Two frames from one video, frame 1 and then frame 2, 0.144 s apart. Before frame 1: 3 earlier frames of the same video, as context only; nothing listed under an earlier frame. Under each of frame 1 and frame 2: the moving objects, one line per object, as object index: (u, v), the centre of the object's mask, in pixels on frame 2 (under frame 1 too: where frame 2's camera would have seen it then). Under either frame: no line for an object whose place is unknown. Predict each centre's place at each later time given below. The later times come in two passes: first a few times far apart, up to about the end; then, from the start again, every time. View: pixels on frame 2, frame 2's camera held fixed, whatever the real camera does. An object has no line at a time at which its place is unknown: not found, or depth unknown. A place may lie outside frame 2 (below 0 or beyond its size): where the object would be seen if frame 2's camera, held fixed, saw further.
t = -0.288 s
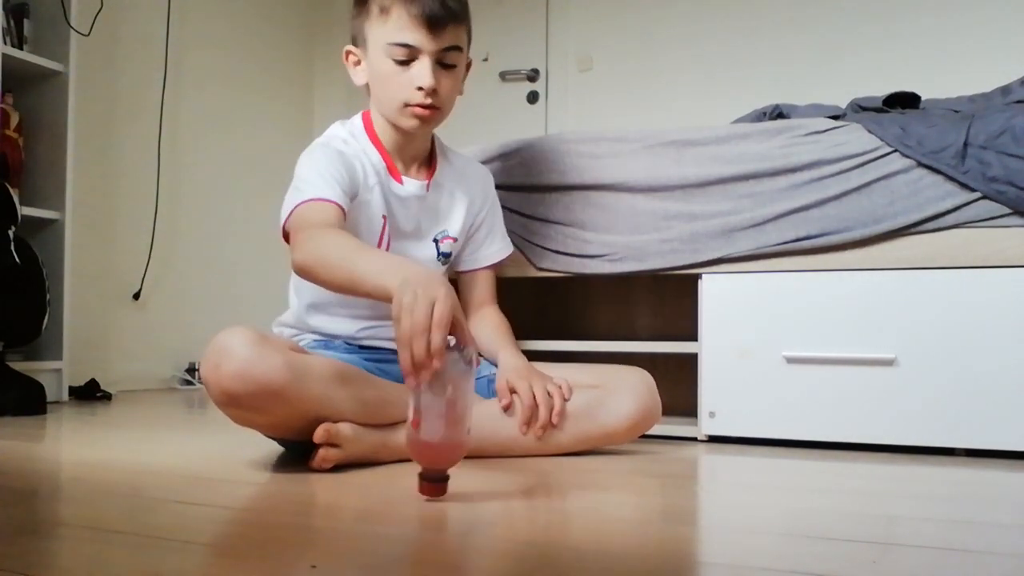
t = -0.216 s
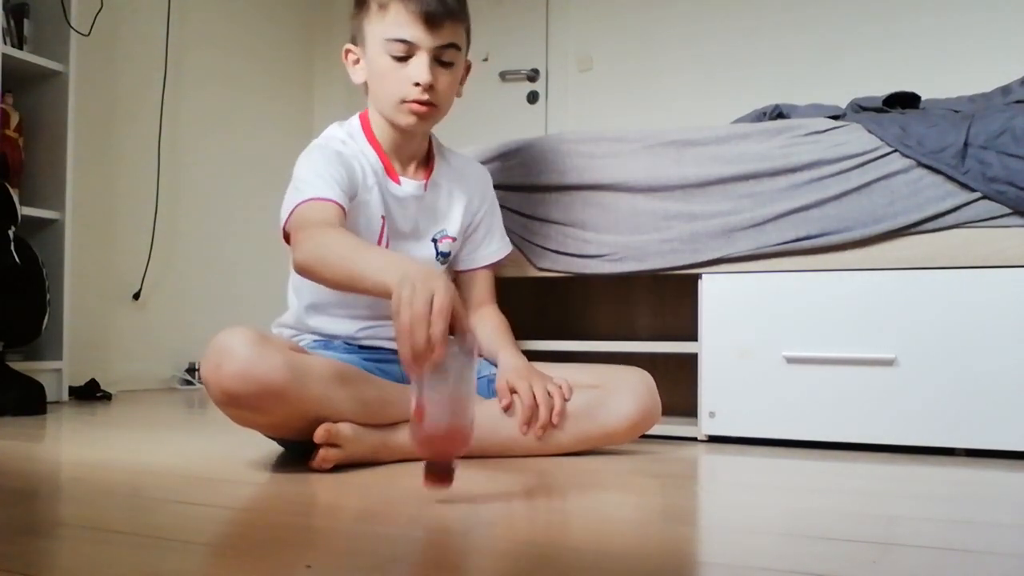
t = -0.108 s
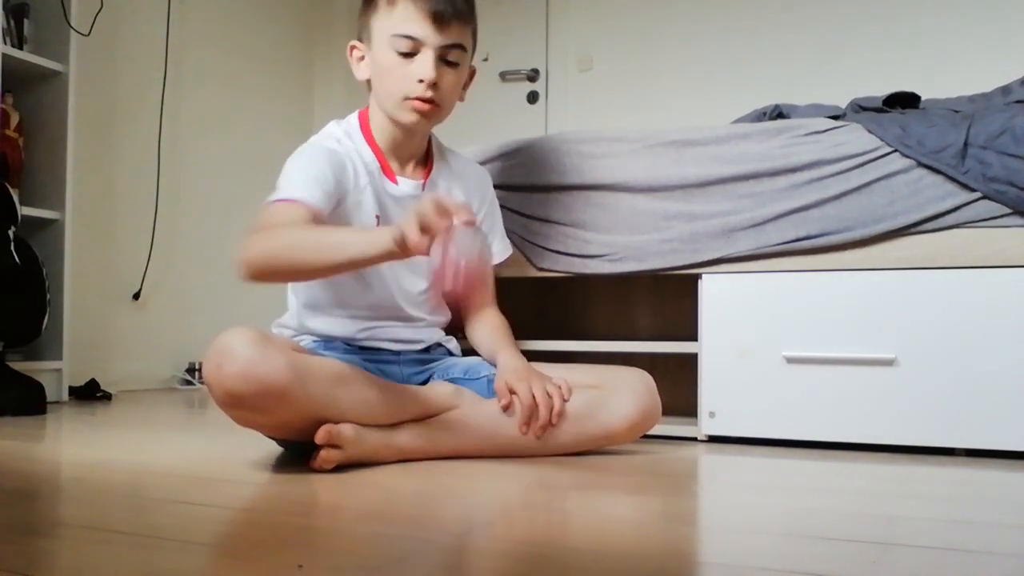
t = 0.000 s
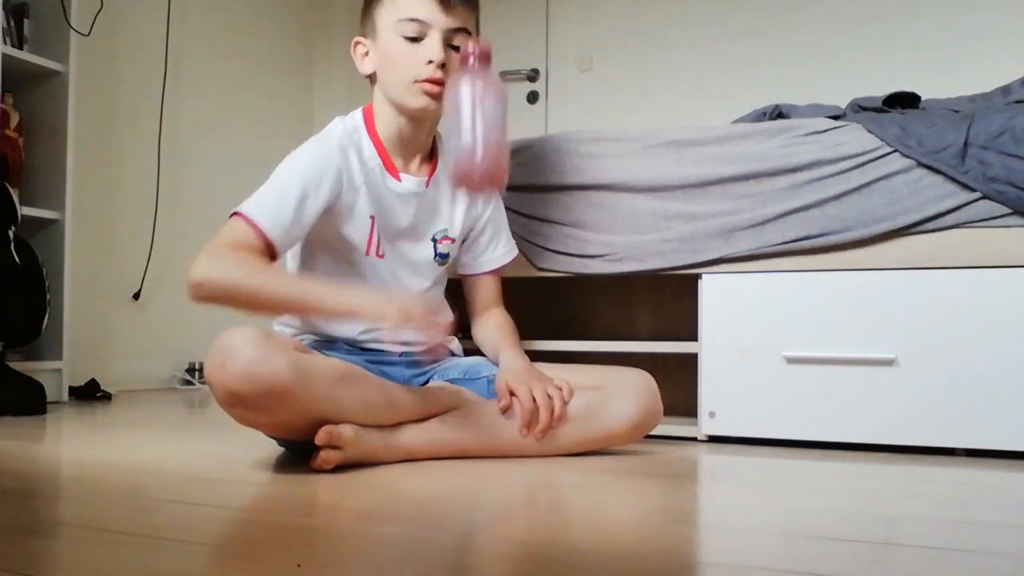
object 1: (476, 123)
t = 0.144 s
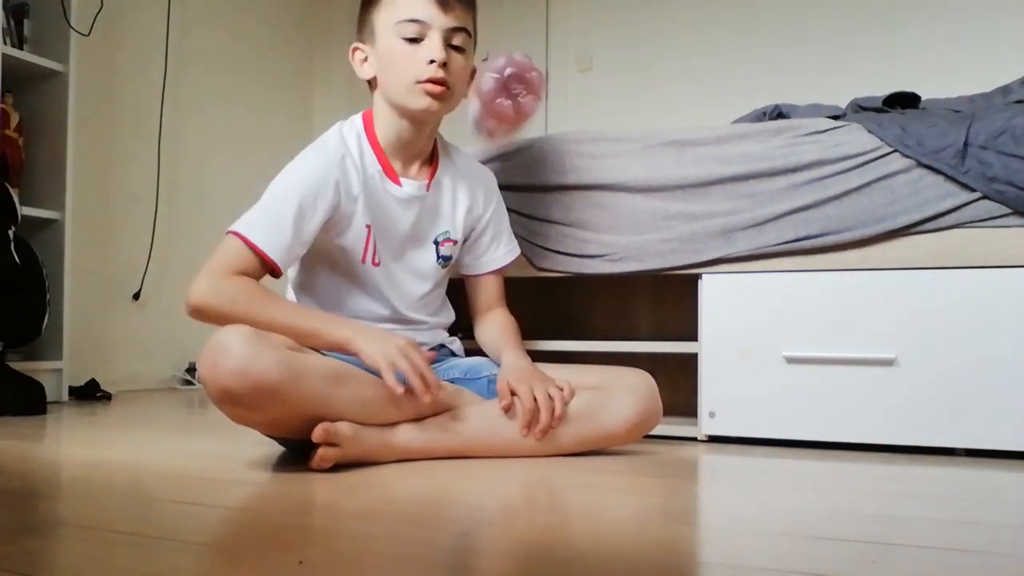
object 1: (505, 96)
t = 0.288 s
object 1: (527, 301)
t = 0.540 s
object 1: (559, 470)
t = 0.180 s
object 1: (513, 126)
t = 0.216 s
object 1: (518, 168)
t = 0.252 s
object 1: (524, 226)
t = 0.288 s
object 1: (527, 301)
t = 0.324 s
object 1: (532, 393)
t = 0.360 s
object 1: (535, 422)
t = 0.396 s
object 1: (537, 426)
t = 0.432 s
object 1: (543, 438)
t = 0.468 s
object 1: (548, 455)
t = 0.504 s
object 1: (554, 470)
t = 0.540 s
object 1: (559, 470)
